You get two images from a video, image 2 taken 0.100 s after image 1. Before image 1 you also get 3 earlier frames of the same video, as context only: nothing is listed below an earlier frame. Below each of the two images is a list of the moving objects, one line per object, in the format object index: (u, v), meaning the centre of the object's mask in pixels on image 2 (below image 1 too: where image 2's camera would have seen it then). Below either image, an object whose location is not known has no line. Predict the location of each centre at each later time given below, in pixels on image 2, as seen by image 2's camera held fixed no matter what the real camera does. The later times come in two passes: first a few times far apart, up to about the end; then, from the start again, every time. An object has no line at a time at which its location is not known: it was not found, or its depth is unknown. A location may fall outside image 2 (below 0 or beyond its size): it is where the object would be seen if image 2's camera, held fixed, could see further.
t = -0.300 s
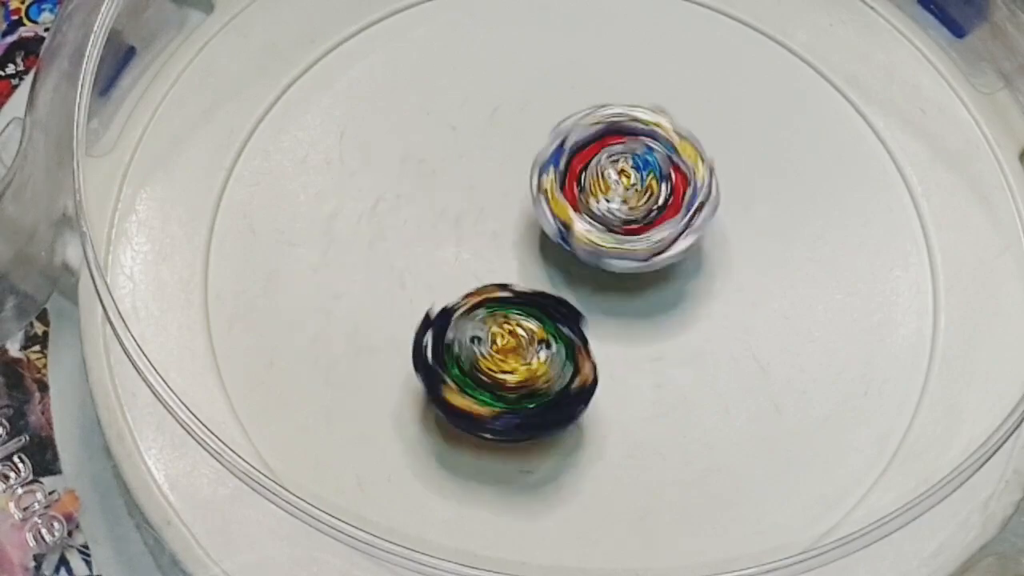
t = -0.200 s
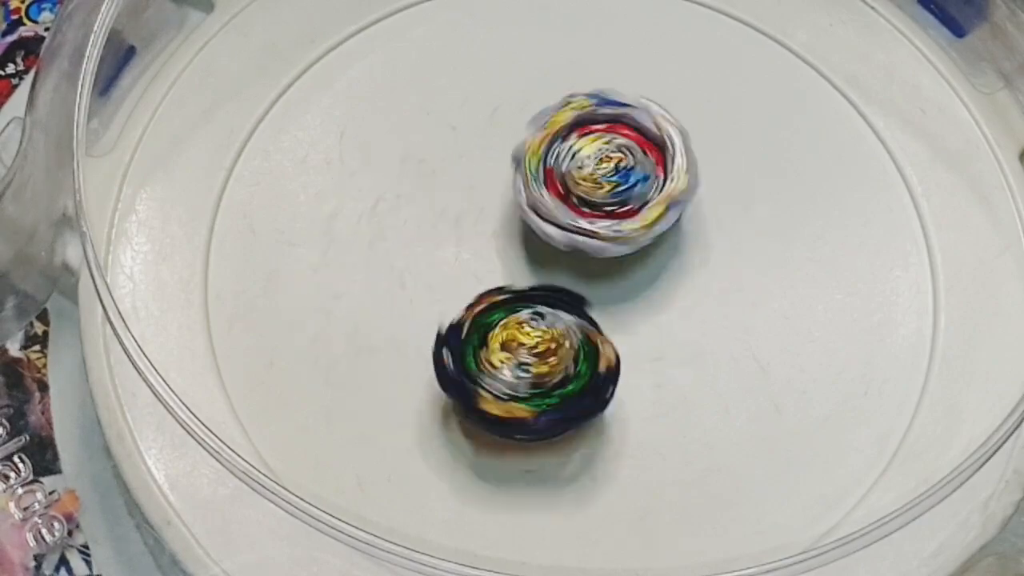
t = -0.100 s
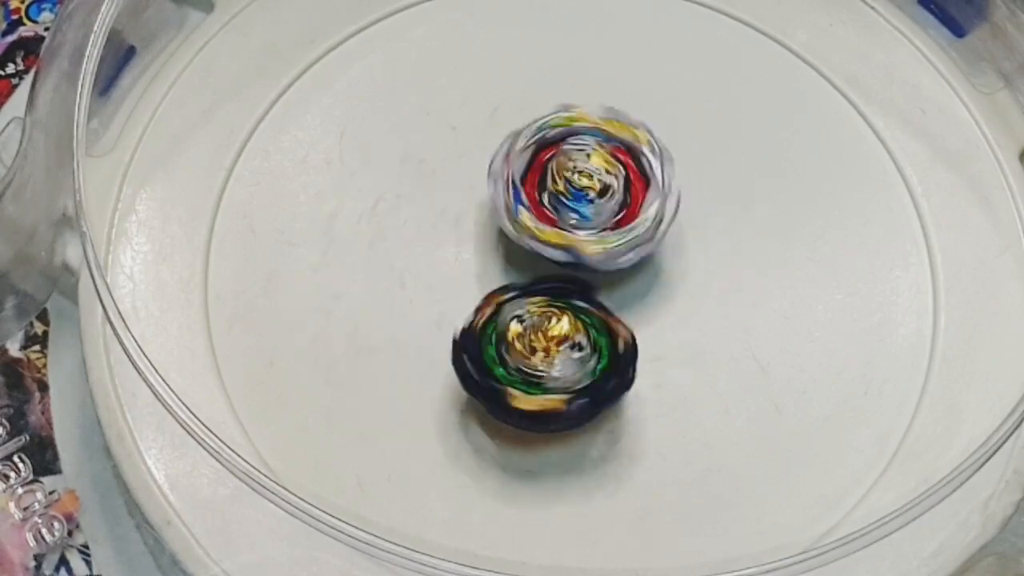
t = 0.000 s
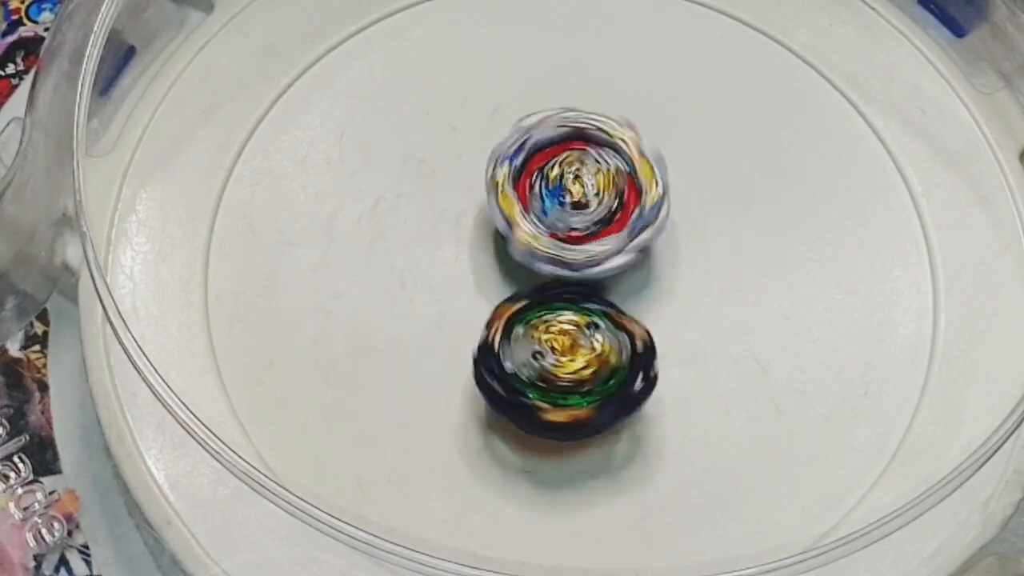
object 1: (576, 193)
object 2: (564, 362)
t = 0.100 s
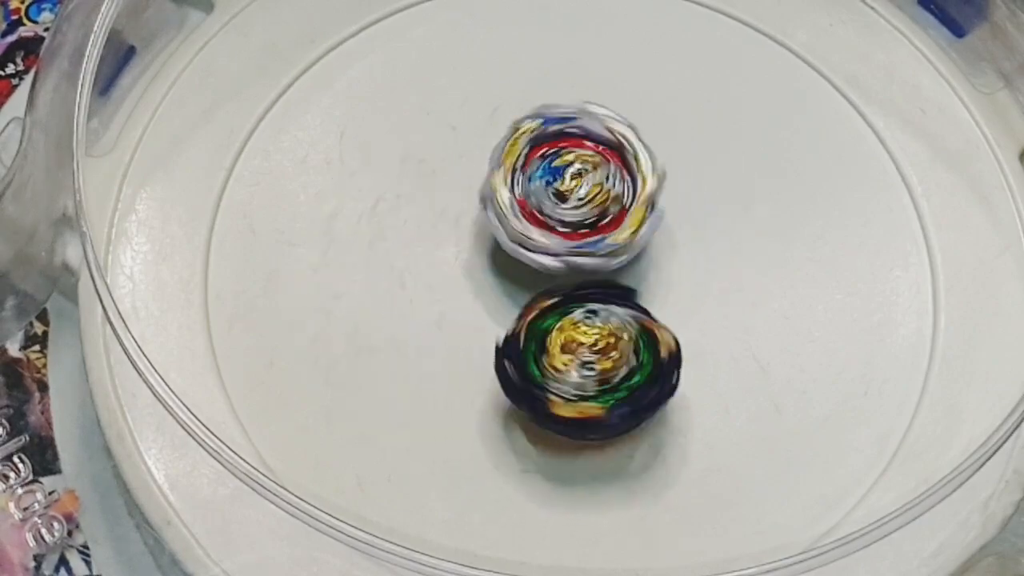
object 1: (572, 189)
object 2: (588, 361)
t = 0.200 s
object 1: (559, 188)
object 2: (614, 358)
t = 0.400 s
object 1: (522, 212)
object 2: (655, 338)
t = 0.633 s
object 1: (521, 237)
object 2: (694, 311)
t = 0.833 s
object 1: (478, 240)
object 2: (728, 282)
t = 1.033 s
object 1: (520, 256)
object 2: (712, 249)
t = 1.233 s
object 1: (464, 267)
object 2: (727, 208)
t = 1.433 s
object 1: (502, 294)
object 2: (687, 190)
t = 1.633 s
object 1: (531, 293)
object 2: (661, 152)
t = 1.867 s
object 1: (529, 296)
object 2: (665, 146)
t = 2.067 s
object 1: (525, 302)
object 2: (667, 141)
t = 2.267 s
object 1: (518, 305)
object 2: (667, 137)
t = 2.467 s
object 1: (516, 305)
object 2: (669, 134)
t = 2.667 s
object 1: (516, 309)
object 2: (670, 133)
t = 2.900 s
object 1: (511, 315)
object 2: (672, 129)
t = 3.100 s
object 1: (508, 318)
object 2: (672, 126)
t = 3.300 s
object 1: (505, 321)
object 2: (671, 124)
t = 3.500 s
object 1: (502, 322)
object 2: (670, 123)
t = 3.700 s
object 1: (503, 324)
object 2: (671, 123)
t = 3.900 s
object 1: (503, 329)
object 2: (671, 121)
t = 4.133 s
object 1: (500, 333)
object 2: (670, 119)
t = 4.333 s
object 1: (499, 337)
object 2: (667, 119)
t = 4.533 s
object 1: (497, 340)
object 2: (666, 120)
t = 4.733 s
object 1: (496, 341)
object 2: (666, 120)
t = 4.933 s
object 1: (499, 343)
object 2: (666, 119)
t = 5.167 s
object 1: (499, 349)
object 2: (665, 118)
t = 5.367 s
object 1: (499, 352)
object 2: (662, 118)
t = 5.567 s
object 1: (499, 355)
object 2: (662, 119)
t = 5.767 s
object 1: (497, 357)
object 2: (662, 119)
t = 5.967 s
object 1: (500, 357)
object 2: (662, 118)
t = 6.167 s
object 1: (503, 361)
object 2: (661, 117)
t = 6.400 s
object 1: (503, 366)
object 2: (658, 117)
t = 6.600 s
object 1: (505, 368)
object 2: (657, 117)
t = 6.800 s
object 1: (505, 371)
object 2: (657, 118)
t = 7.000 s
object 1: (505, 372)
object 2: (657, 117)
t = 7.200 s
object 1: (510, 372)
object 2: (656, 115)
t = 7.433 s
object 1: (514, 377)
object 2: (653, 116)
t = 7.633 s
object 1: (514, 380)
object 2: (652, 117)
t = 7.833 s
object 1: (516, 382)
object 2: (652, 117)
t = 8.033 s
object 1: (578, 378)
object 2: (627, 122)
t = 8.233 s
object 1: (582, 320)
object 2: (589, 99)
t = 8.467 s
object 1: (615, 373)
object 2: (553, 82)
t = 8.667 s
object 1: (602, 303)
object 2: (549, 126)
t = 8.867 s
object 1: (555, 308)
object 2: (536, 126)
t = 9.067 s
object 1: (536, 358)
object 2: (552, 122)
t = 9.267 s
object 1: (616, 378)
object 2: (583, 141)
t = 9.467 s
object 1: (628, 317)
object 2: (597, 125)
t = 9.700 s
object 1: (580, 293)
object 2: (624, 114)
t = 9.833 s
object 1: (541, 291)
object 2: (632, 123)
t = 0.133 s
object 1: (568, 190)
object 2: (595, 359)
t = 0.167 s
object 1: (566, 192)
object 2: (605, 357)
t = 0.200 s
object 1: (559, 188)
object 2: (614, 358)
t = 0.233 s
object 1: (549, 186)
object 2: (622, 356)
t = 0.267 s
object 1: (540, 185)
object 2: (627, 354)
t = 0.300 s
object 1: (531, 190)
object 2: (634, 350)
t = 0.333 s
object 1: (525, 194)
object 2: (642, 348)
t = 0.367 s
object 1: (522, 204)
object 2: (648, 344)
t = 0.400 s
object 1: (522, 212)
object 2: (655, 338)
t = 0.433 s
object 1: (519, 217)
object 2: (664, 339)
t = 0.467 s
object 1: (516, 216)
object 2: (675, 336)
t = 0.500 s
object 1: (512, 222)
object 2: (681, 332)
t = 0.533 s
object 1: (511, 223)
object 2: (687, 326)
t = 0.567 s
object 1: (512, 229)
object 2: (690, 321)
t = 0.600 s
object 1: (516, 232)
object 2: (693, 315)
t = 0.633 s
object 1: (521, 237)
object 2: (694, 311)
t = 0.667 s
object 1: (512, 232)
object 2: (712, 308)
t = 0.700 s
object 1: (504, 230)
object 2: (722, 305)
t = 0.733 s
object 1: (493, 229)
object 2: (727, 298)
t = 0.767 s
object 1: (487, 230)
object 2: (729, 293)
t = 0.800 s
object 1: (480, 235)
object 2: (730, 286)
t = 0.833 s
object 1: (478, 240)
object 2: (728, 282)
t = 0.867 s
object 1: (479, 245)
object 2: (728, 277)
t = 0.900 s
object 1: (484, 253)
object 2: (726, 272)
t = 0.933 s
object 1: (490, 257)
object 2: (725, 266)
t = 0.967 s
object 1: (499, 259)
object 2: (722, 260)
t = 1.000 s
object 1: (509, 259)
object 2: (718, 254)
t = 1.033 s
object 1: (520, 256)
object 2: (712, 249)
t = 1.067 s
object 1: (517, 251)
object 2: (719, 242)
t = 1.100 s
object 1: (501, 252)
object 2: (736, 230)
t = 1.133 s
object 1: (489, 252)
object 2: (737, 223)
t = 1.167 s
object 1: (478, 256)
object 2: (736, 218)
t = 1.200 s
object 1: (469, 260)
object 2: (733, 212)
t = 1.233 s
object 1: (464, 267)
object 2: (727, 208)
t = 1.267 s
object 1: (460, 274)
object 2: (721, 204)
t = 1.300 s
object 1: (464, 280)
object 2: (715, 199)
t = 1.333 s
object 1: (467, 288)
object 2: (708, 196)
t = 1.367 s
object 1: (477, 292)
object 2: (702, 194)
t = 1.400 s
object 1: (487, 296)
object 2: (694, 191)
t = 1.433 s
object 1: (502, 294)
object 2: (687, 190)
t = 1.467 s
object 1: (515, 293)
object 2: (680, 188)
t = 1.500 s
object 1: (528, 286)
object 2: (672, 186)
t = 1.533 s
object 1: (535, 288)
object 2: (669, 174)
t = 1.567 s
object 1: (539, 287)
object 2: (663, 167)
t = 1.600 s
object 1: (542, 284)
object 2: (657, 163)
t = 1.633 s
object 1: (531, 293)
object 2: (661, 152)
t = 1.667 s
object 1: (531, 294)
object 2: (662, 151)
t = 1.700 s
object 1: (530, 294)
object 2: (662, 151)
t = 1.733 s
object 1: (529, 295)
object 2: (663, 150)
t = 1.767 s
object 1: (529, 295)
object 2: (664, 149)
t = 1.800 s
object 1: (529, 295)
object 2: (664, 148)
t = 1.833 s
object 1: (529, 296)
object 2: (665, 147)
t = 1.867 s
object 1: (529, 296)
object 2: (665, 146)
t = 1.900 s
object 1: (529, 297)
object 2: (665, 145)
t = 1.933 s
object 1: (529, 298)
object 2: (666, 144)
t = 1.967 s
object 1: (527, 299)
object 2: (666, 144)
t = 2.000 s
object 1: (526, 301)
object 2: (666, 143)
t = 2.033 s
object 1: (526, 301)
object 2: (667, 143)
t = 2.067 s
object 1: (525, 302)
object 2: (667, 141)
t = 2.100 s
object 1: (524, 303)
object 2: (667, 140)
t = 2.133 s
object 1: (523, 304)
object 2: (667, 139)
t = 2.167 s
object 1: (521, 304)
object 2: (667, 138)
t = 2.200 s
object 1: (520, 305)
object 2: (668, 137)
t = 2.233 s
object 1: (519, 305)
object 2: (667, 137)
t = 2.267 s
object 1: (518, 305)
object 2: (667, 137)
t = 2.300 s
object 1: (517, 305)
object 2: (668, 137)
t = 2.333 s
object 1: (516, 305)
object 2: (668, 136)
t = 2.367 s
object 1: (516, 305)
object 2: (668, 136)
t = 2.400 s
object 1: (516, 305)
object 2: (668, 136)
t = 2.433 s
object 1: (516, 305)
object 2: (668, 135)
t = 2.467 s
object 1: (516, 305)
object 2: (669, 134)
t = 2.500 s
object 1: (516, 305)
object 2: (669, 134)
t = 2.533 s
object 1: (516, 306)
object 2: (669, 134)
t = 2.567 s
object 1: (516, 306)
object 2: (669, 133)
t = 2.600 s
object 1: (516, 307)
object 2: (669, 133)
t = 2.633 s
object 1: (516, 308)
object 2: (670, 133)
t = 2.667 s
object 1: (516, 309)
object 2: (670, 133)
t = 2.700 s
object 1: (515, 310)
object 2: (670, 133)
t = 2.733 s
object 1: (515, 311)
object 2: (671, 132)
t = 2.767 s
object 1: (514, 312)
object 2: (671, 131)
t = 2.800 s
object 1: (513, 313)
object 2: (671, 130)
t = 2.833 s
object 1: (513, 314)
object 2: (672, 129)
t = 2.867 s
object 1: (512, 314)
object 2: (672, 129)
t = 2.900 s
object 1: (511, 315)
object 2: (672, 129)
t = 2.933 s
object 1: (511, 315)
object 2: (672, 129)
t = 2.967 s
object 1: (510, 316)
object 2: (672, 128)
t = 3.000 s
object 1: (510, 316)
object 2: (672, 128)
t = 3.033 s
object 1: (509, 317)
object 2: (672, 127)
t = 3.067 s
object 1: (509, 317)
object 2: (672, 127)
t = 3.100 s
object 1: (508, 318)
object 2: (672, 126)
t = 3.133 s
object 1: (508, 318)
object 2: (672, 126)
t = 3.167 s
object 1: (507, 319)
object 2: (672, 125)
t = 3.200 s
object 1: (507, 319)
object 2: (672, 124)
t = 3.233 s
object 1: (507, 320)
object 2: (672, 124)
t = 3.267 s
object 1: (506, 321)
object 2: (671, 124)
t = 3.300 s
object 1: (505, 321)
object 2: (671, 124)
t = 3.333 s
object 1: (505, 321)
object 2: (671, 124)
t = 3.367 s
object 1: (504, 322)
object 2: (671, 124)
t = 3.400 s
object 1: (503, 322)
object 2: (671, 124)
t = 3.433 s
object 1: (502, 323)
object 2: (671, 124)
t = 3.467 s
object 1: (502, 323)
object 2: (671, 123)
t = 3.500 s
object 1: (502, 322)
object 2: (670, 123)
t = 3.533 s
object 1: (502, 323)
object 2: (670, 123)
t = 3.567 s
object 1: (502, 323)
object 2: (670, 123)
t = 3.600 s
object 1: (502, 323)
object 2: (670, 123)
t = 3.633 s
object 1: (502, 323)
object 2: (670, 123)
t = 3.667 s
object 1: (503, 324)
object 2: (670, 123)
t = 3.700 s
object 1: (503, 324)
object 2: (671, 123)
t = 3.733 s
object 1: (503, 325)
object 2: (671, 123)
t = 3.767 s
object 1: (503, 325)
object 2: (671, 123)
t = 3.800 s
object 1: (503, 326)
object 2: (671, 123)
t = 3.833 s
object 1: (503, 327)
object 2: (671, 122)
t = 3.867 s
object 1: (503, 328)
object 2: (671, 122)
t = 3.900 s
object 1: (503, 329)
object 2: (671, 121)
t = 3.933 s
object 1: (502, 330)
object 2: (671, 121)
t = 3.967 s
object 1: (502, 331)
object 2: (671, 121)
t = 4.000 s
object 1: (501, 331)
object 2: (670, 120)
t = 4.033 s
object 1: (501, 332)
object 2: (670, 120)
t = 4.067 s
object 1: (501, 332)
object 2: (670, 120)
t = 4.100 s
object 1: (500, 333)
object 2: (670, 119)
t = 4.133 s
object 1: (500, 333)
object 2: (670, 119)
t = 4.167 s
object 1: (501, 333)
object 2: (669, 119)
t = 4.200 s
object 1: (500, 334)
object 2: (669, 119)
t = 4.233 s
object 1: (500, 335)
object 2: (669, 118)
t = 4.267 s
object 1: (500, 335)
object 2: (668, 118)
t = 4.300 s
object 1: (500, 336)
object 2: (668, 119)
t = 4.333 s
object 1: (499, 337)
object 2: (667, 119)
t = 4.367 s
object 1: (499, 338)
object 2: (667, 120)
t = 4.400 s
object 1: (499, 338)
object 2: (667, 120)
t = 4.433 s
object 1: (499, 339)
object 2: (666, 119)
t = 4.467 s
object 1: (498, 339)
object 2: (666, 120)
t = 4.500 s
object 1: (497, 339)
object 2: (666, 120)
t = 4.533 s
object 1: (497, 340)
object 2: (666, 120)
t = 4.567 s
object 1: (496, 341)
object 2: (666, 120)
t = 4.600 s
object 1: (496, 341)
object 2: (666, 120)
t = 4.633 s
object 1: (496, 341)
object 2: (666, 120)
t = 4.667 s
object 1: (496, 340)
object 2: (666, 120)
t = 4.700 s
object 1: (496, 341)
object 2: (666, 121)
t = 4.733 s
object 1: (496, 341)
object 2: (666, 120)
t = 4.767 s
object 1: (497, 340)
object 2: (666, 120)
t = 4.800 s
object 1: (498, 340)
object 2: (666, 120)
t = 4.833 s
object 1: (498, 341)
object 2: (666, 120)
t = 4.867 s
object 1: (499, 341)
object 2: (667, 119)
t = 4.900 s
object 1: (499, 342)
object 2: (666, 119)
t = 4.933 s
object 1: (499, 343)
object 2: (666, 119)
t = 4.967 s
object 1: (499, 344)
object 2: (666, 119)
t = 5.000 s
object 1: (500, 344)
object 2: (666, 119)
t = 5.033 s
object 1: (500, 345)
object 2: (665, 119)
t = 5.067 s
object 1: (500, 346)
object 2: (665, 119)
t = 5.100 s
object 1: (500, 347)
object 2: (665, 118)
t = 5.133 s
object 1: (500, 348)
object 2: (665, 118)
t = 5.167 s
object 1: (499, 349)
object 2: (665, 118)
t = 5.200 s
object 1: (499, 350)
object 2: (664, 118)
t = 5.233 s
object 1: (499, 350)
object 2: (664, 117)
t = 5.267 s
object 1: (499, 350)
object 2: (663, 117)
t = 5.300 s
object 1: (499, 351)
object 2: (663, 118)
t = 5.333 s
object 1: (499, 351)
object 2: (663, 118)
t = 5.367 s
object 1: (499, 352)
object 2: (662, 118)
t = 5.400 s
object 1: (499, 352)
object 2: (662, 118)
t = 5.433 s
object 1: (499, 353)
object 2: (662, 118)
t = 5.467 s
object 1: (499, 353)
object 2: (662, 118)
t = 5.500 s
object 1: (499, 354)
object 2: (662, 118)
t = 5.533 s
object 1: (499, 355)
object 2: (662, 118)
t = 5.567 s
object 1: (499, 355)
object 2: (662, 119)
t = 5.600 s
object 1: (499, 356)
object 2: (661, 118)
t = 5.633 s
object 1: (498, 356)
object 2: (661, 119)
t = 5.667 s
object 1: (498, 356)
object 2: (661, 119)
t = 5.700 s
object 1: (498, 357)
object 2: (661, 119)
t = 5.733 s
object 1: (497, 357)
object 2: (662, 119)
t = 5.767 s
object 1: (497, 357)
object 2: (662, 119)
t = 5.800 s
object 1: (497, 357)
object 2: (662, 119)
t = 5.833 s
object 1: (497, 357)
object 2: (662, 119)
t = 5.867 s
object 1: (498, 357)
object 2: (662, 119)
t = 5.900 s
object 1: (498, 357)
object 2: (662, 118)
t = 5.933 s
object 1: (499, 357)
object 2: (662, 118)
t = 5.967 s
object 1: (500, 357)
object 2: (662, 118)
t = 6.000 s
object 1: (500, 357)
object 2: (662, 118)
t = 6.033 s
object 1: (501, 358)
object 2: (661, 118)
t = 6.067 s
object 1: (502, 358)
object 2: (661, 118)
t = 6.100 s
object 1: (502, 359)
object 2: (661, 117)
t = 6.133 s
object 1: (503, 360)
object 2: (661, 117)
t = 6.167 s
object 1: (503, 361)
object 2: (661, 117)
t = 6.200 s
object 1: (504, 361)
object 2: (660, 116)
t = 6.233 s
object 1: (503, 362)
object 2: (660, 116)
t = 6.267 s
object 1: (504, 363)
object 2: (660, 116)
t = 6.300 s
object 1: (504, 364)
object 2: (659, 116)
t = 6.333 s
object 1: (504, 365)
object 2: (659, 117)
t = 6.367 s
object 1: (503, 366)
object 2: (658, 117)
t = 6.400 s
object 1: (503, 366)
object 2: (658, 117)
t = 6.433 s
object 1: (504, 366)
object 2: (658, 117)
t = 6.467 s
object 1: (504, 366)
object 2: (658, 117)
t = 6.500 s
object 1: (504, 367)
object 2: (657, 117)
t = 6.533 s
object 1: (504, 367)
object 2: (657, 117)
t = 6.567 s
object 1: (505, 368)
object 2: (657, 117)
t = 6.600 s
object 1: (505, 368)
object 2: (657, 117)
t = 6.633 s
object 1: (505, 369)
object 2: (657, 118)
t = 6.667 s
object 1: (505, 369)
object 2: (657, 118)
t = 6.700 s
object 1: (505, 370)
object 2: (657, 118)
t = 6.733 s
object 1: (505, 370)
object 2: (657, 118)
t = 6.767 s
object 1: (505, 371)
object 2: (657, 118)
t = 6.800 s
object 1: (505, 371)
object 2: (657, 118)
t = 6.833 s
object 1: (505, 371)
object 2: (657, 118)
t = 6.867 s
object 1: (505, 372)
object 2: (657, 117)
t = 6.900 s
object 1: (505, 372)
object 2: (658, 117)
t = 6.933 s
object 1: (504, 372)
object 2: (657, 117)
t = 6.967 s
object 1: (505, 372)
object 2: (657, 117)
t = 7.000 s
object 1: (505, 372)
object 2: (657, 117)
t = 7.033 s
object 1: (505, 372)
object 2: (657, 117)
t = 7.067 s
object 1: (506, 372)
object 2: (657, 117)
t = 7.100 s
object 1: (507, 371)
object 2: (656, 117)
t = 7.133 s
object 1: (508, 371)
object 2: (656, 116)
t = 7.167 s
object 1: (509, 372)
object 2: (656, 116)
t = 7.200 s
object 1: (510, 372)
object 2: (656, 115)
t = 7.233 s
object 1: (510, 372)
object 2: (655, 115)
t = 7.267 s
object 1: (511, 373)
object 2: (655, 115)
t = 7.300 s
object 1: (512, 374)
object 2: (654, 116)
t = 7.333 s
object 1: (513, 374)
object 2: (654, 116)
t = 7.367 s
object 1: (513, 375)
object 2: (653, 116)
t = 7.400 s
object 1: (513, 376)
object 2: (653, 116)
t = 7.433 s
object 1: (514, 377)
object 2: (653, 116)
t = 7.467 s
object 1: (514, 378)
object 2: (653, 116)
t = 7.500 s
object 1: (514, 379)
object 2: (653, 116)
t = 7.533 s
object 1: (514, 379)
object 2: (652, 116)
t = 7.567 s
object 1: (514, 380)
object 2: (652, 116)
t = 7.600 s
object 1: (514, 380)
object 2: (652, 116)
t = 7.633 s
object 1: (514, 380)
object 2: (652, 117)
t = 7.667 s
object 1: (515, 380)
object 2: (652, 117)
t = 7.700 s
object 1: (515, 380)
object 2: (652, 118)
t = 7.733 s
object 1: (515, 380)
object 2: (652, 118)
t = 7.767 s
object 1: (516, 381)
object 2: (652, 118)
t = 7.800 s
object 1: (516, 381)
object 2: (652, 117)
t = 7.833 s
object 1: (516, 382)
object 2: (652, 117)
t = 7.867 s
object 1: (516, 382)
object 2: (652, 117)
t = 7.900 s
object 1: (517, 383)
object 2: (652, 117)
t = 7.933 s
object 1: (531, 390)
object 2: (646, 117)
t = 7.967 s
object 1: (548, 390)
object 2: (640, 118)
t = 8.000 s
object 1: (565, 387)
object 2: (633, 120)
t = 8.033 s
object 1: (578, 378)
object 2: (627, 122)
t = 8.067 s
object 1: (591, 363)
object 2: (620, 126)
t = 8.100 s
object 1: (596, 346)
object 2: (614, 129)
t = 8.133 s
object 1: (597, 326)
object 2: (608, 135)
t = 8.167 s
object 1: (593, 306)
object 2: (602, 139)
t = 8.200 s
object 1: (586, 300)
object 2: (596, 133)
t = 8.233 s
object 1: (582, 320)
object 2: (589, 99)
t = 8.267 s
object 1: (582, 335)
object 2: (581, 78)
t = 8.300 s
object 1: (584, 349)
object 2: (571, 70)
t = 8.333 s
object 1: (587, 358)
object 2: (563, 68)
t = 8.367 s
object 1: (595, 366)
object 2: (560, 70)
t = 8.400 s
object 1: (600, 370)
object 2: (557, 73)
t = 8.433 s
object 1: (607, 372)
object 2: (555, 77)
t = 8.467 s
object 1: (615, 373)
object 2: (553, 82)
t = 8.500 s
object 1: (622, 368)
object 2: (552, 88)
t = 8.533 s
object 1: (626, 357)
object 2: (551, 96)
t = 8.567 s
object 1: (625, 345)
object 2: (550, 103)
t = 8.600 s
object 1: (622, 331)
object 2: (550, 111)
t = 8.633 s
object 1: (615, 316)
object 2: (549, 119)
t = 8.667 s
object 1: (602, 303)
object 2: (549, 126)
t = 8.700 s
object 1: (589, 292)
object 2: (549, 135)
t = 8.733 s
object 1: (588, 299)
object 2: (542, 119)
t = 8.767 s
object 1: (581, 303)
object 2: (536, 111)
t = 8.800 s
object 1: (571, 305)
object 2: (533, 113)
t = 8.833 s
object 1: (564, 307)
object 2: (534, 119)
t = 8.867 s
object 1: (555, 308)
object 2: (536, 126)
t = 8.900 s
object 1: (548, 314)
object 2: (539, 135)
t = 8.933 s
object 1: (544, 317)
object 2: (543, 143)
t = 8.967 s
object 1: (541, 314)
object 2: (546, 151)
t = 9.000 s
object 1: (536, 321)
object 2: (549, 153)
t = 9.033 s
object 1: (533, 341)
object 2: (550, 133)
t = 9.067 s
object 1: (536, 358)
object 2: (552, 122)
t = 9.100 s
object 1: (546, 375)
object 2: (557, 120)
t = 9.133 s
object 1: (559, 383)
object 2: (560, 123)
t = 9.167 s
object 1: (572, 388)
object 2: (565, 127)
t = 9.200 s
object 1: (589, 389)
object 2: (571, 130)
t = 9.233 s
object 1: (604, 384)
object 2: (577, 136)
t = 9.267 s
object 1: (616, 378)
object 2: (583, 141)
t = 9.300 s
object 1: (629, 367)
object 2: (588, 146)
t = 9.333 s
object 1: (635, 349)
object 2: (594, 150)
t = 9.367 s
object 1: (636, 331)
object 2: (601, 155)
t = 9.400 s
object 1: (633, 315)
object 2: (605, 158)
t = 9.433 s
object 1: (630, 316)
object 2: (600, 138)
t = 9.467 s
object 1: (628, 317)
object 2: (597, 125)
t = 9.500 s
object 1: (628, 312)
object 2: (597, 122)
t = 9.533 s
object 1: (623, 309)
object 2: (601, 119)
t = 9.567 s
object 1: (617, 303)
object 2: (606, 117)
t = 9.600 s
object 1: (608, 301)
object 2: (610, 115)
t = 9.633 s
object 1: (600, 298)
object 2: (615, 113)
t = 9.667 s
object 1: (592, 295)
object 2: (621, 113)
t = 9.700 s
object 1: (580, 293)
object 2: (624, 114)
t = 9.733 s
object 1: (569, 289)
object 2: (627, 115)
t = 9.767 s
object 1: (558, 292)
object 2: (629, 118)
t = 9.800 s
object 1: (551, 292)
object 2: (630, 120)
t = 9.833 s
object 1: (541, 291)
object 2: (632, 123)
